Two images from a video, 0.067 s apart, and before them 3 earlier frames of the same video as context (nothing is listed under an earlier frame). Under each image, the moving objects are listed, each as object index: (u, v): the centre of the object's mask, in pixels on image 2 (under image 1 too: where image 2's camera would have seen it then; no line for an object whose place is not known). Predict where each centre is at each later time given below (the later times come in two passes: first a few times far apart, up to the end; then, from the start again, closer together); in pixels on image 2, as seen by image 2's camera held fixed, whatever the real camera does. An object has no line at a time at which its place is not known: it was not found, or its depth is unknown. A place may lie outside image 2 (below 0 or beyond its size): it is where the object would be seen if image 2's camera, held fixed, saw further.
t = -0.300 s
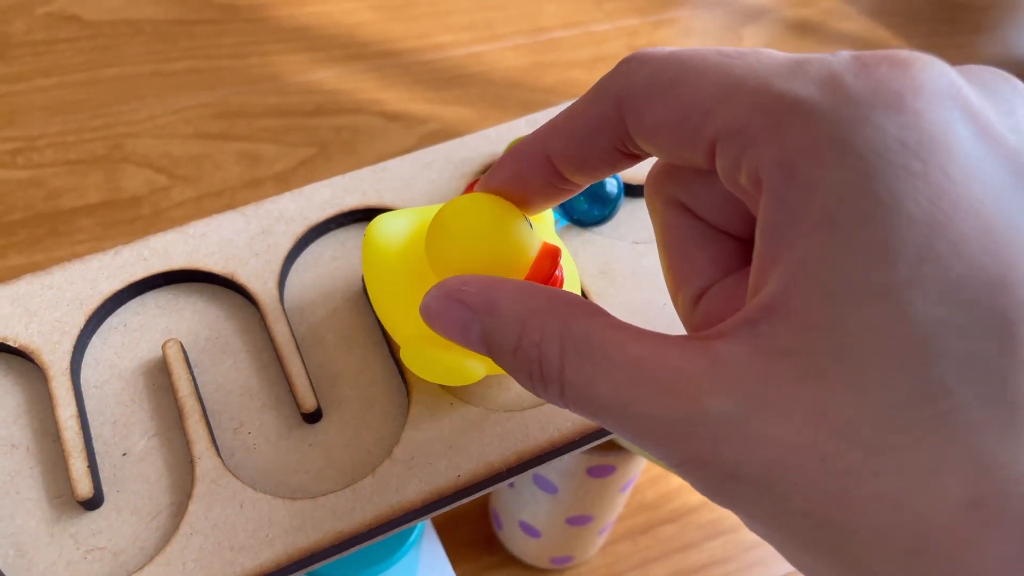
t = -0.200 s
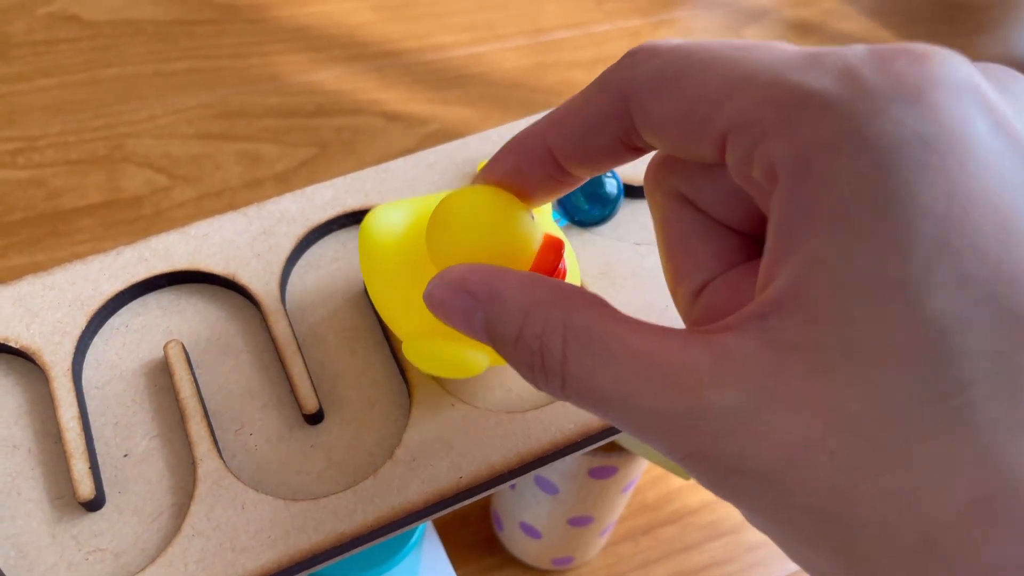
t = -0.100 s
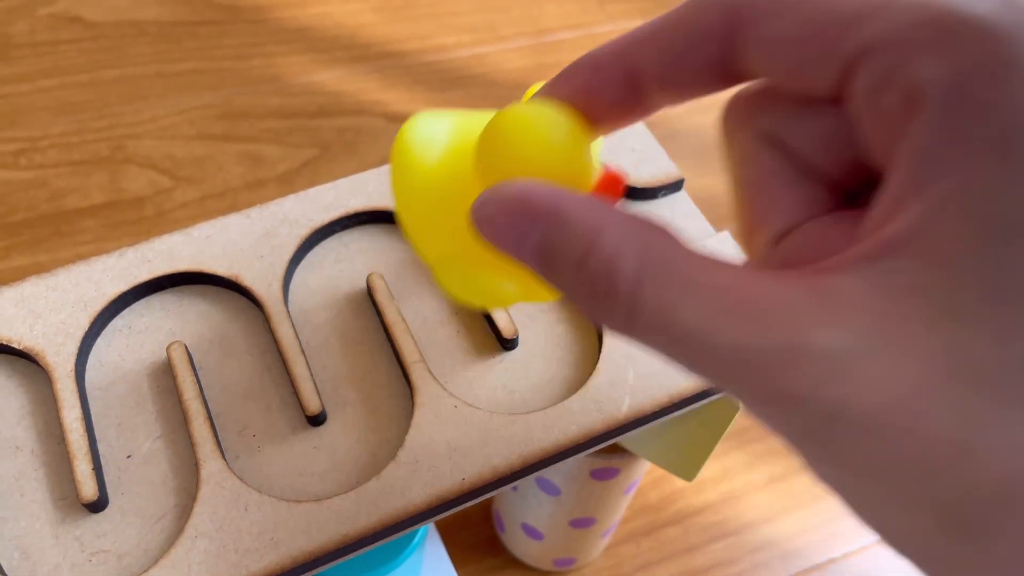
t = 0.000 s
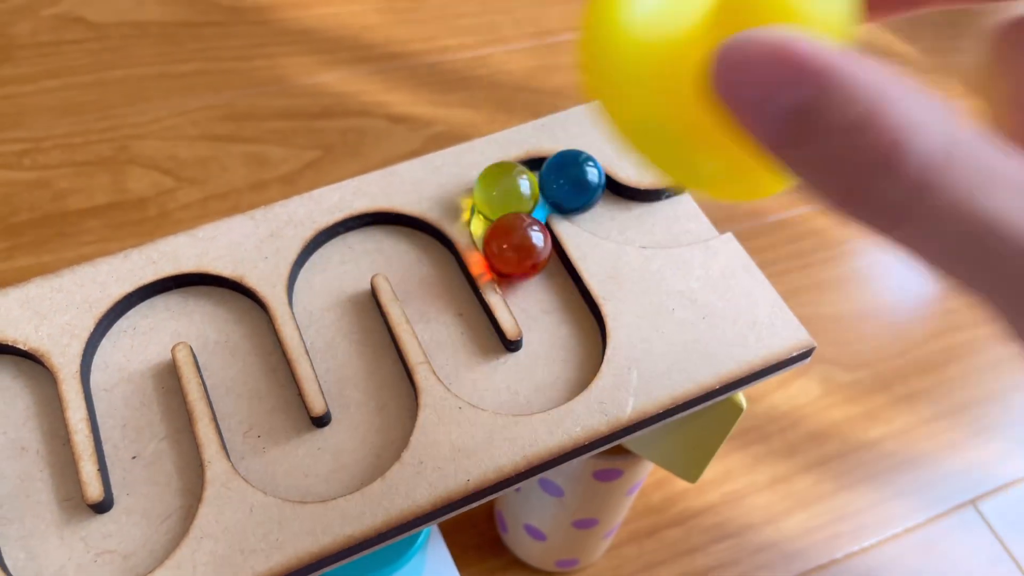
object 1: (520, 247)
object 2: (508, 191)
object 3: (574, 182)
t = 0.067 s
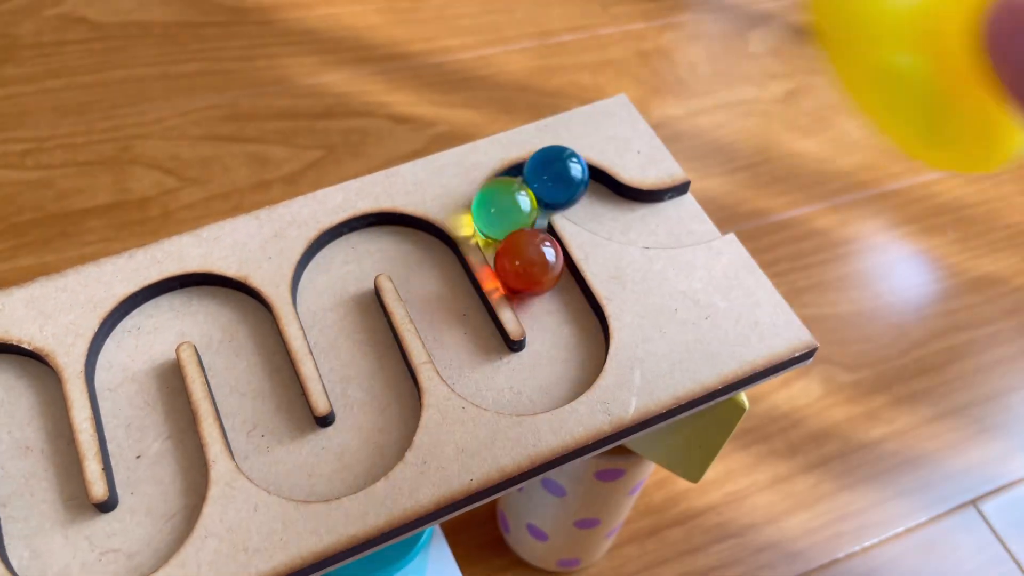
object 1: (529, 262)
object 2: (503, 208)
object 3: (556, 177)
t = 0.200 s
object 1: (548, 296)
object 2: (517, 242)
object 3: (512, 186)
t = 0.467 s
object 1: (513, 375)
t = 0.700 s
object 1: (428, 272)
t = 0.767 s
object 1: (410, 243)
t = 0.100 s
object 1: (533, 271)
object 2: (504, 218)
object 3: (545, 174)
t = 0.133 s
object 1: (538, 279)
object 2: (508, 225)
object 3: (530, 173)
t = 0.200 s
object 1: (548, 296)
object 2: (517, 242)
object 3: (512, 186)
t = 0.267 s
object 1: (559, 315)
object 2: (527, 259)
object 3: (504, 206)
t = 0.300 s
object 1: (562, 326)
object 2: (532, 269)
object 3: (505, 215)
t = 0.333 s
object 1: (562, 339)
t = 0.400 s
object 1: (549, 369)
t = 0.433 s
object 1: (533, 375)
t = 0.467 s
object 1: (513, 375)
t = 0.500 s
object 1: (491, 369)
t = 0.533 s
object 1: (474, 356)
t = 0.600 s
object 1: (455, 322)
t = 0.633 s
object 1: (445, 305)
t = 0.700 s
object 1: (428, 272)
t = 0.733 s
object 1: (419, 256)
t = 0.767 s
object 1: (410, 243)
